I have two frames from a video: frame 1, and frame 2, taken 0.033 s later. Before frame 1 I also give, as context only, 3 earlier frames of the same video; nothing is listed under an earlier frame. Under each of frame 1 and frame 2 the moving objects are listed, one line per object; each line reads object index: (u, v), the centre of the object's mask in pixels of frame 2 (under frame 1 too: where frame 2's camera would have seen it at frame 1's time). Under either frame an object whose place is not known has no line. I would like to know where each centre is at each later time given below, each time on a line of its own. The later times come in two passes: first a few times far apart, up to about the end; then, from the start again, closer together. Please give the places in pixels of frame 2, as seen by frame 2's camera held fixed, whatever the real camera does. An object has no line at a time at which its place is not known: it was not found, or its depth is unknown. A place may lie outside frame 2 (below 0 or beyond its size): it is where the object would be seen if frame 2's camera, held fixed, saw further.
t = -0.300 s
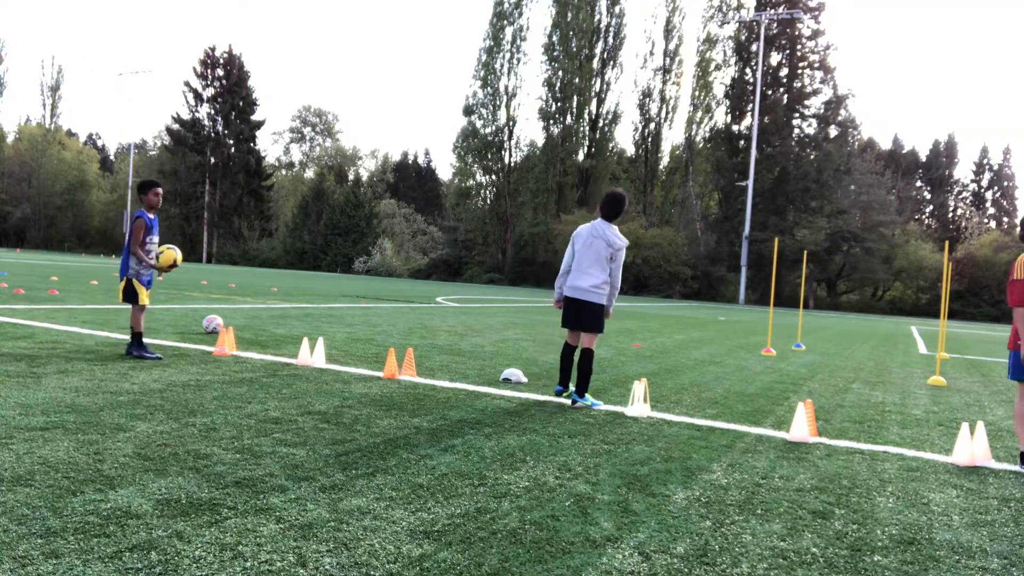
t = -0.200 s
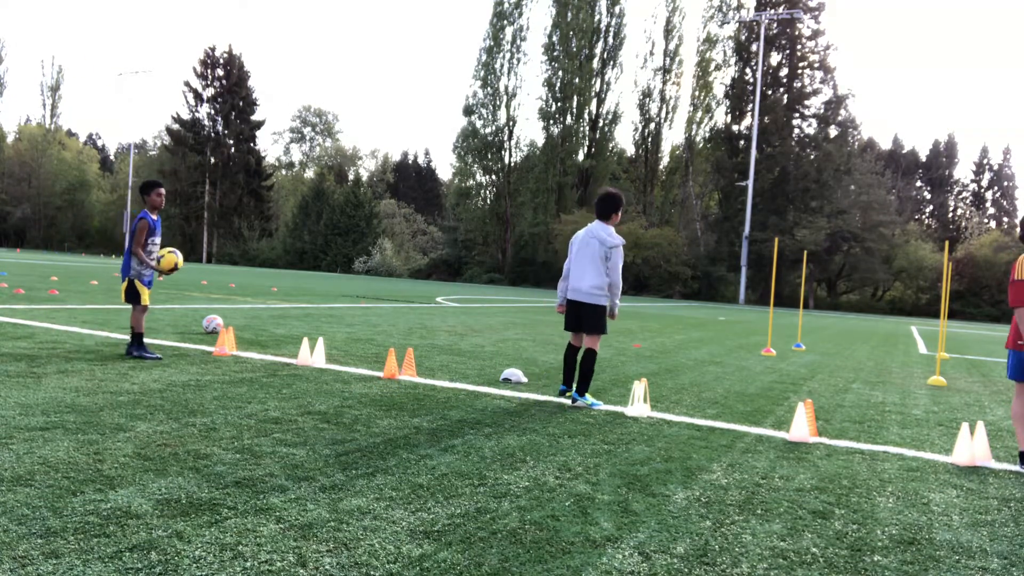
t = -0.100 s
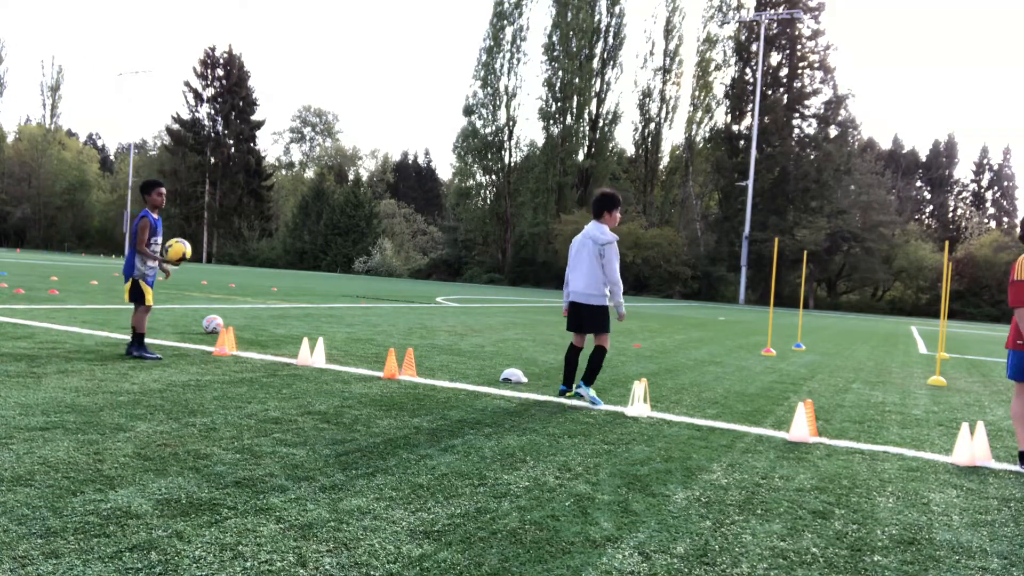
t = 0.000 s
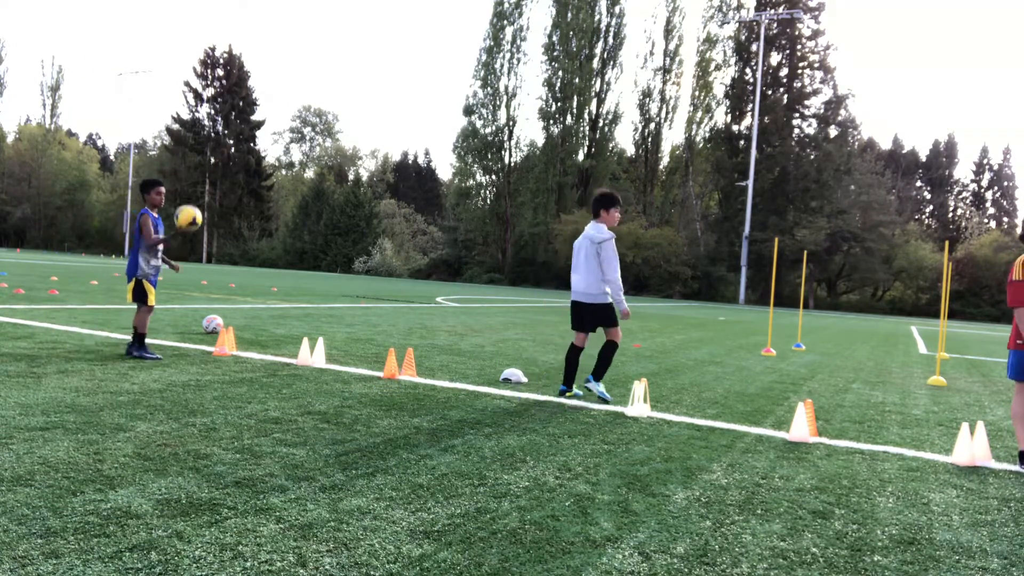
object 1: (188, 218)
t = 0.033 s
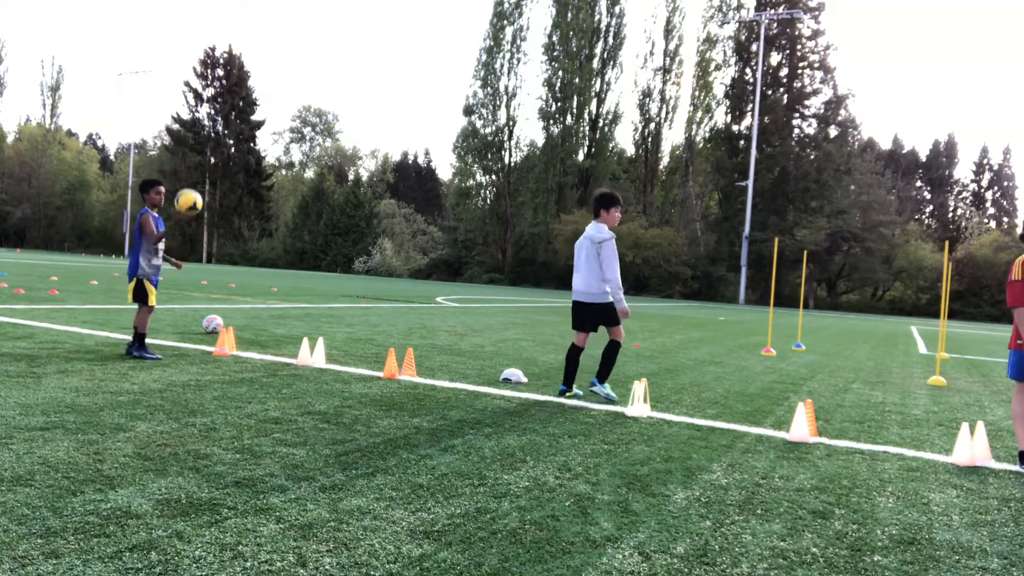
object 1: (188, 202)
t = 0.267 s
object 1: (178, 120)
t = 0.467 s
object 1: (165, 101)
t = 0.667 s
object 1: (150, 130)
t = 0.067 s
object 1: (187, 186)
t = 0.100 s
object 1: (186, 171)
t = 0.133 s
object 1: (185, 158)
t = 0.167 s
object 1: (183, 146)
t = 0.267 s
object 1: (178, 120)
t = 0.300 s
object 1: (176, 115)
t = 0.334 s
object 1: (174, 109)
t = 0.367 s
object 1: (172, 106)
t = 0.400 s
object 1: (170, 102)
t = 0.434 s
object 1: (167, 101)
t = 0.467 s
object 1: (165, 101)
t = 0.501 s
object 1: (163, 102)
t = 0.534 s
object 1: (161, 105)
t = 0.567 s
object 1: (159, 109)
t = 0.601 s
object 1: (156, 114)
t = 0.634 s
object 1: (153, 121)
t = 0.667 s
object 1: (150, 130)
